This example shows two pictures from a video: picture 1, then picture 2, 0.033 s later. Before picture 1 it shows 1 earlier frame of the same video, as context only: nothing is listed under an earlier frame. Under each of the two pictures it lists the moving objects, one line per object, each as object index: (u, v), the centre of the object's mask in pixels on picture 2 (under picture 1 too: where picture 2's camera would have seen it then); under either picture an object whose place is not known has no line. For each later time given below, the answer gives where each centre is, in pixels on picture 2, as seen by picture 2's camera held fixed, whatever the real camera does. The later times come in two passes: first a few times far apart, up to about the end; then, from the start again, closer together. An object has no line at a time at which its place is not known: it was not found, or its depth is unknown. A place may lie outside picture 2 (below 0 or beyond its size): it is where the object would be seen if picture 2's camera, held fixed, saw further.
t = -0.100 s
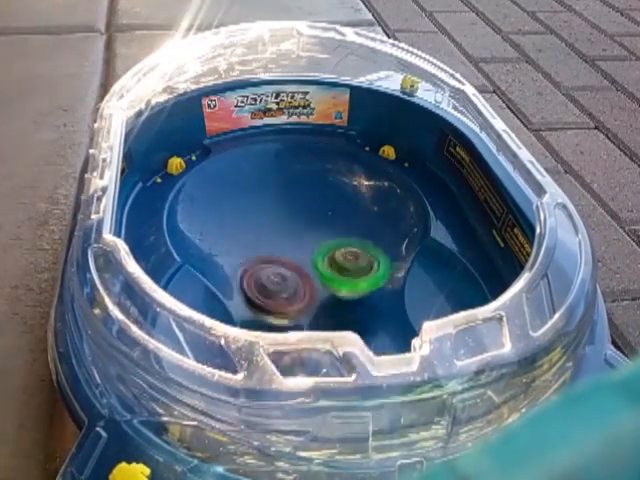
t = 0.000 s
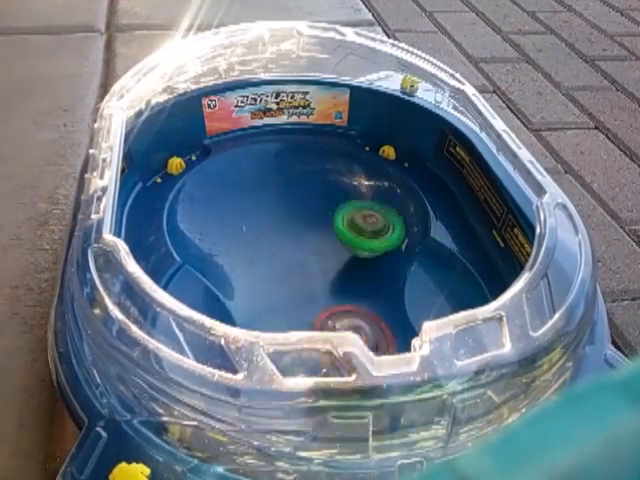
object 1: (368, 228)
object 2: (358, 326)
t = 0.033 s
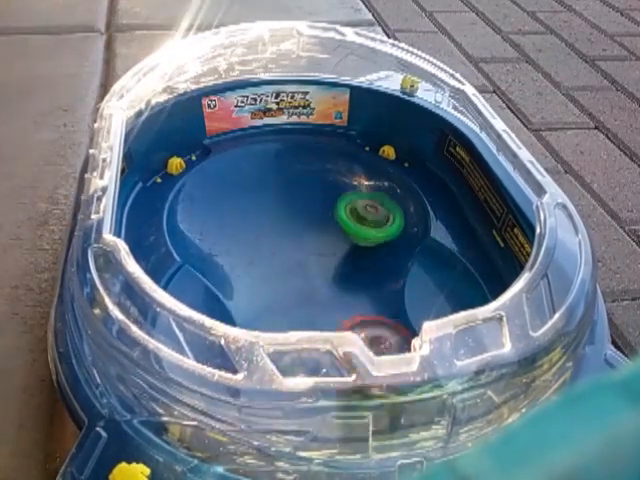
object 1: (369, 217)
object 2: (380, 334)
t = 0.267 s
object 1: (321, 165)
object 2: (467, 289)
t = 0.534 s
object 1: (254, 198)
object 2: (320, 198)
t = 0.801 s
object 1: (236, 245)
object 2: (329, 162)
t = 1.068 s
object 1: (343, 275)
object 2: (261, 239)
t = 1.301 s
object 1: (421, 279)
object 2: (315, 304)
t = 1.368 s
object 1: (435, 288)
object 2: (328, 321)
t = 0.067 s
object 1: (367, 207)
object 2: (390, 337)
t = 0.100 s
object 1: (363, 196)
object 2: (400, 337)
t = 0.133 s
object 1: (358, 187)
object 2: (411, 330)
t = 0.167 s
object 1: (352, 179)
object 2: (426, 317)
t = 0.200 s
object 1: (344, 174)
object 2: (445, 308)
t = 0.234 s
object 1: (334, 169)
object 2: (456, 299)
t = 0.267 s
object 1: (321, 165)
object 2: (467, 289)
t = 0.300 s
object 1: (307, 163)
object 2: (475, 276)
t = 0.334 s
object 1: (295, 162)
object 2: (471, 256)
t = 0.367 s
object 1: (285, 163)
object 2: (453, 239)
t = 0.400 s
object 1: (274, 167)
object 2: (428, 226)
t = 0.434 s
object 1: (265, 171)
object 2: (400, 214)
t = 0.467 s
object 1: (257, 178)
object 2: (370, 213)
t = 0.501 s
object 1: (253, 187)
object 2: (343, 207)
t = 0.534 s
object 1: (254, 198)
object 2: (320, 198)
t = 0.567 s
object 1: (231, 199)
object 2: (327, 193)
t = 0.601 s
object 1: (213, 201)
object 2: (339, 188)
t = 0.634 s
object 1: (203, 203)
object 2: (348, 181)
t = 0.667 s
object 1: (200, 208)
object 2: (354, 174)
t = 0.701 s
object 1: (203, 216)
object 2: (354, 169)
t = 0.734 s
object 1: (212, 226)
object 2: (350, 165)
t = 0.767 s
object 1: (223, 236)
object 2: (341, 162)
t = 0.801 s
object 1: (236, 245)
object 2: (329, 162)
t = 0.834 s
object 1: (249, 253)
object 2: (312, 168)
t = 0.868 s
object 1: (262, 258)
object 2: (295, 177)
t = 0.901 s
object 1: (274, 261)
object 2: (281, 189)
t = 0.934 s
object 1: (288, 262)
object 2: (270, 202)
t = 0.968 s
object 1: (298, 262)
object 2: (263, 215)
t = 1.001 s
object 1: (310, 262)
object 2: (260, 227)
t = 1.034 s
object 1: (327, 270)
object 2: (260, 233)
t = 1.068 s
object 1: (343, 275)
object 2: (261, 239)
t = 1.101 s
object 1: (356, 279)
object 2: (265, 245)
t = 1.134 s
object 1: (367, 282)
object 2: (273, 253)
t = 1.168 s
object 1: (384, 281)
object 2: (300, 270)
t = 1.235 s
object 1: (404, 274)
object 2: (310, 285)
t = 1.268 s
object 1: (412, 275)
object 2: (312, 296)
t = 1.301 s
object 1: (421, 279)
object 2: (315, 304)
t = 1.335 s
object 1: (429, 284)
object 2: (320, 313)
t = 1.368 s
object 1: (435, 288)
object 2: (328, 321)
